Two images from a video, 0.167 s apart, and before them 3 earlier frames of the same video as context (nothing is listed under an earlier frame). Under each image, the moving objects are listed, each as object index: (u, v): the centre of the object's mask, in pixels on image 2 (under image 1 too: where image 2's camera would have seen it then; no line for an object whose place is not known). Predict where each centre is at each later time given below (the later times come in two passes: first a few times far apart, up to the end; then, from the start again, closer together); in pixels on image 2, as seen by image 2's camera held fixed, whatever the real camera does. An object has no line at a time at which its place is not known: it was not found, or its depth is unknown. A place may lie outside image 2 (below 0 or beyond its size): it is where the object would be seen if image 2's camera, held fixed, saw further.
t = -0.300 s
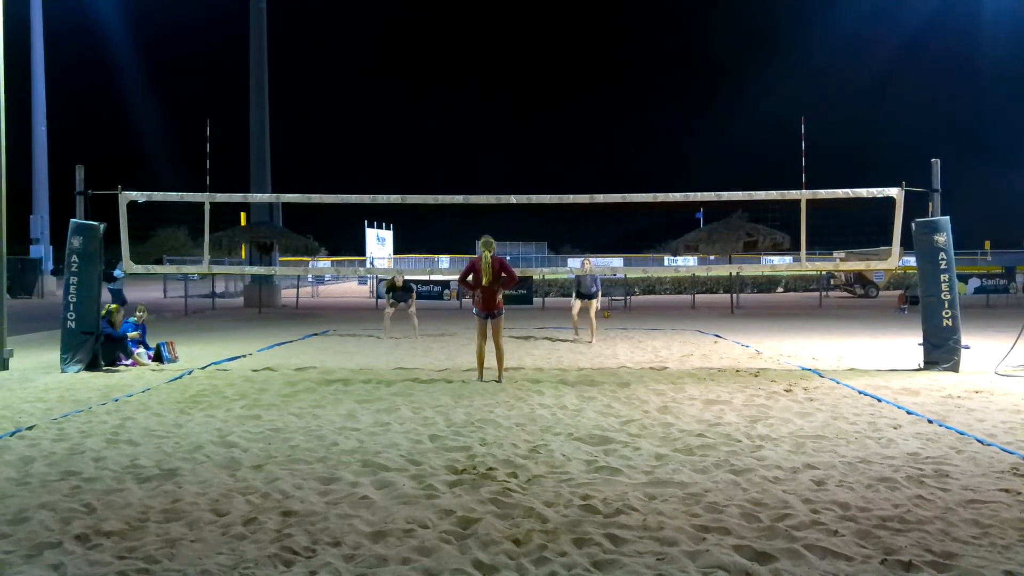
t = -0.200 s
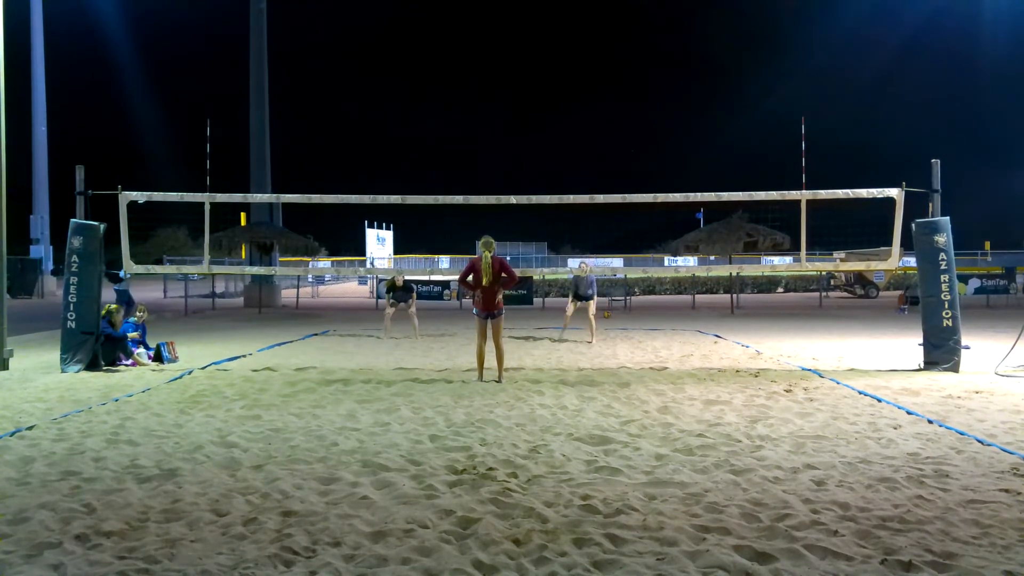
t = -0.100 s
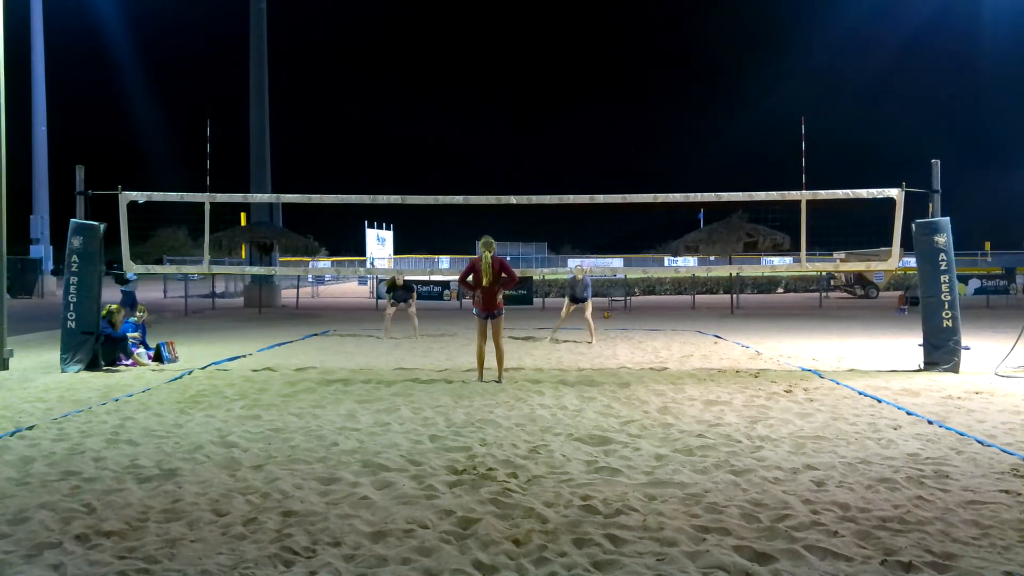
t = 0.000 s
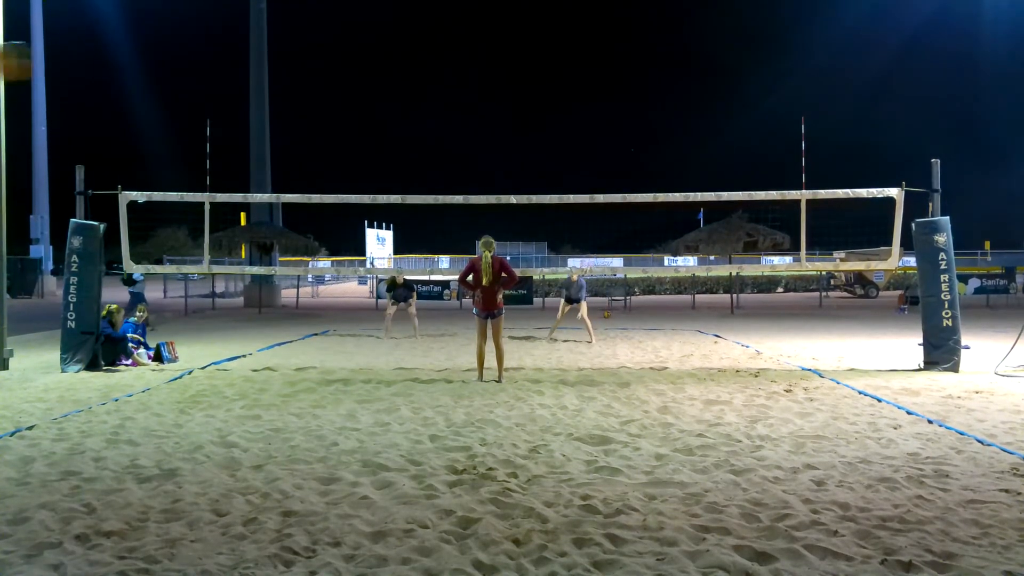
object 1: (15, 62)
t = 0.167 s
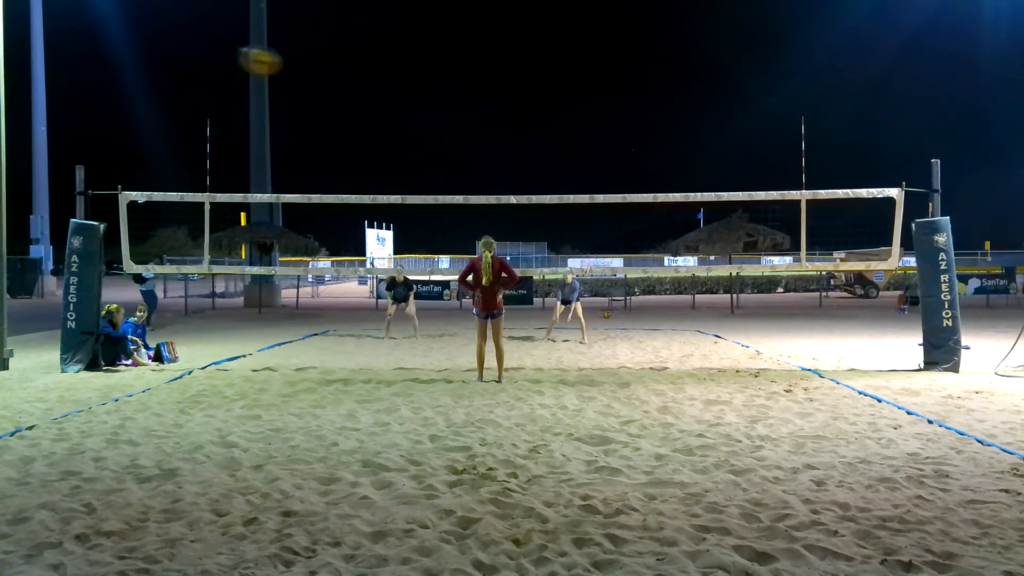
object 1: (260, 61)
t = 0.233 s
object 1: (328, 68)
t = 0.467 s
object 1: (489, 116)
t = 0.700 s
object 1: (587, 181)
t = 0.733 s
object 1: (597, 189)
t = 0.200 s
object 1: (296, 64)
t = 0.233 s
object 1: (328, 68)
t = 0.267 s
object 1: (357, 74)
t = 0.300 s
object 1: (384, 80)
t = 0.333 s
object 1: (409, 86)
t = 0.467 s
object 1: (489, 116)
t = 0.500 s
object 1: (506, 125)
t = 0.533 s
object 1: (521, 133)
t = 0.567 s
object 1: (536, 142)
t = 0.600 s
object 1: (550, 151)
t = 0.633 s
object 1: (563, 161)
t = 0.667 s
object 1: (575, 171)
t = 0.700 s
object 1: (587, 181)
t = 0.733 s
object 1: (597, 189)
